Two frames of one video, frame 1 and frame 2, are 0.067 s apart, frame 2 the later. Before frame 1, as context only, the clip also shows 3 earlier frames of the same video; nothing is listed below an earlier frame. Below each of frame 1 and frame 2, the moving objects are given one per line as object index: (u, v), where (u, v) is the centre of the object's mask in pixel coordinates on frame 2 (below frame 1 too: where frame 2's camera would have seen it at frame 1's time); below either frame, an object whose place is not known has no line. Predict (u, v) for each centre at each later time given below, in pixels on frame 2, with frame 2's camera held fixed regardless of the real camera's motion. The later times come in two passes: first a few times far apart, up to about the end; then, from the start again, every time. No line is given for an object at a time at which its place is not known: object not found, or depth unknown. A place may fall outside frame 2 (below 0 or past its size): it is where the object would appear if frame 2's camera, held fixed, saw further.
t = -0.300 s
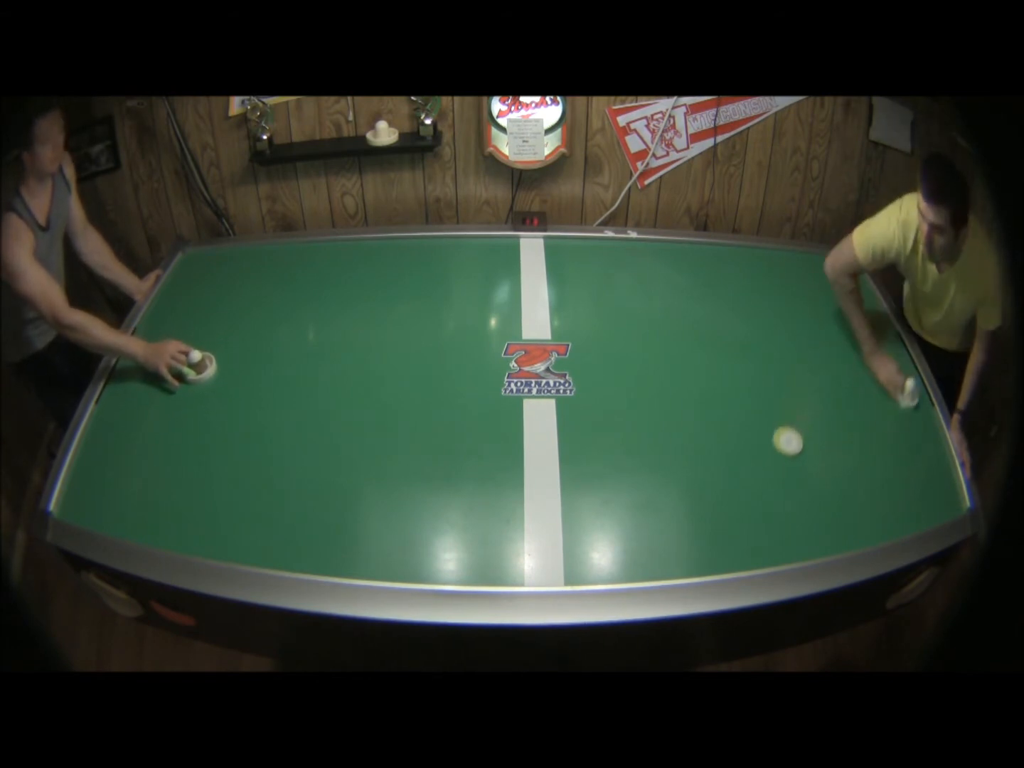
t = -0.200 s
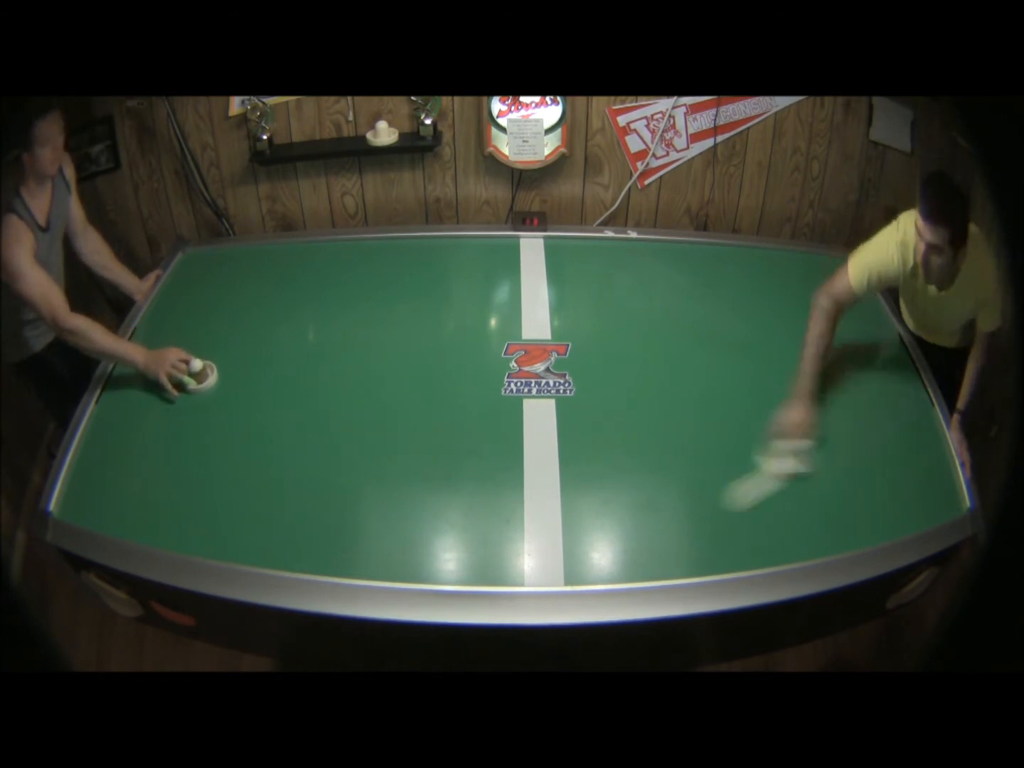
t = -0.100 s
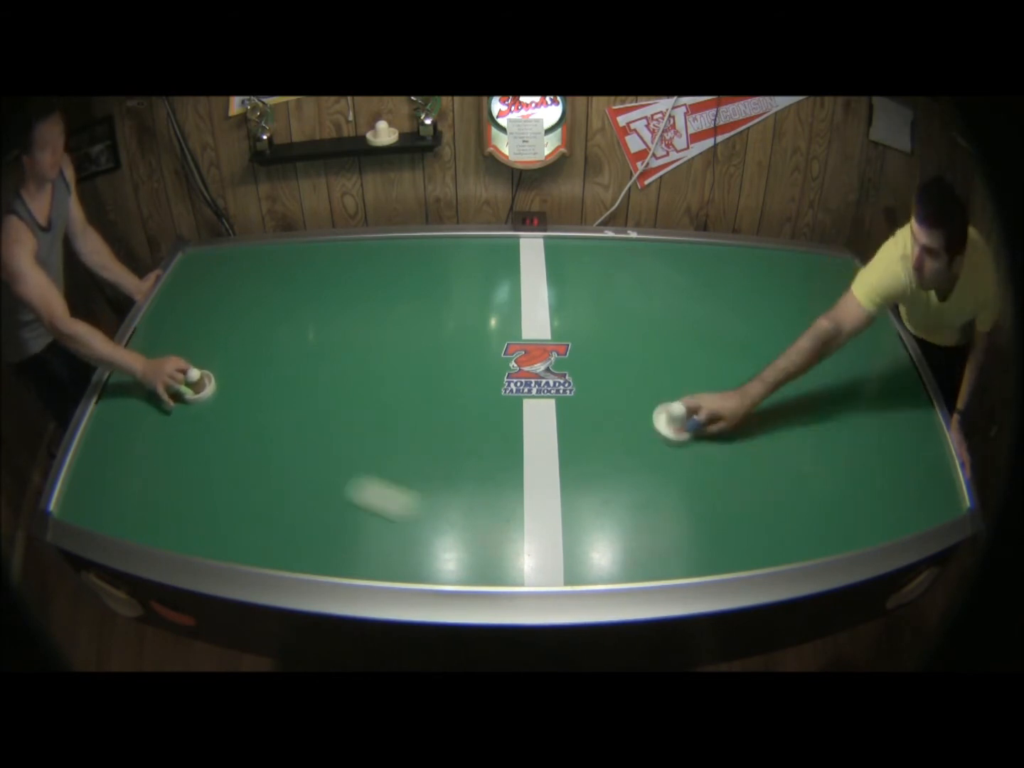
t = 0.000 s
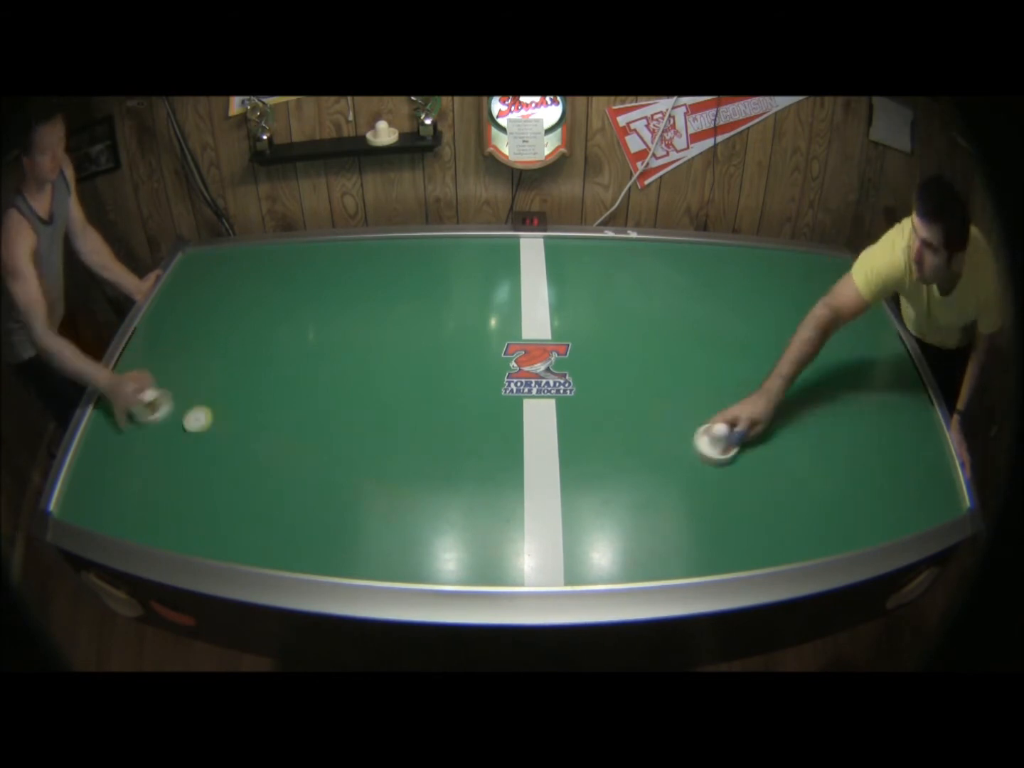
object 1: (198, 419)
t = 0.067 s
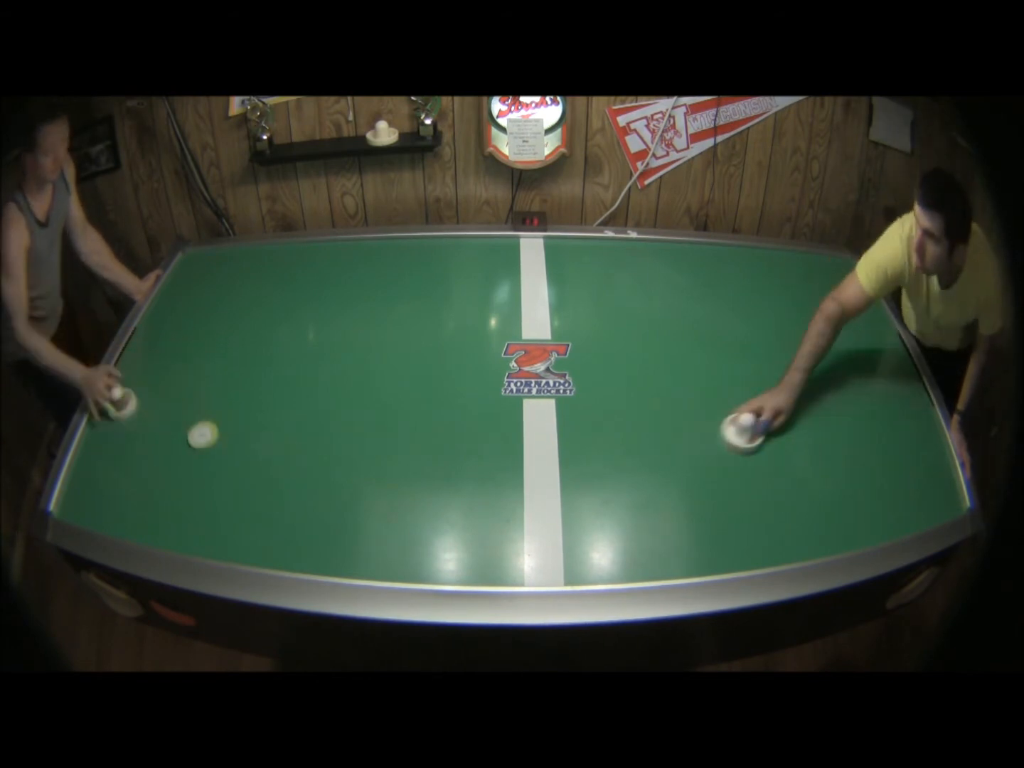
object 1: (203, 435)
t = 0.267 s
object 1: (222, 486)
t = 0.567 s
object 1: (271, 534)
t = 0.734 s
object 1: (312, 498)
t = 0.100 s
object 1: (206, 443)
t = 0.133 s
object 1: (209, 451)
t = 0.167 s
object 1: (211, 459)
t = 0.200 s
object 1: (215, 468)
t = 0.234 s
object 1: (219, 477)
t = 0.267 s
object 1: (222, 486)
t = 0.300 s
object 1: (226, 495)
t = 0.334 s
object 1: (230, 504)
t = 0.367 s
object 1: (234, 514)
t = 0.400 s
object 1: (239, 524)
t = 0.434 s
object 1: (243, 534)
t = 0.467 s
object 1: (248, 544)
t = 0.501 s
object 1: (254, 548)
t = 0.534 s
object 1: (263, 541)
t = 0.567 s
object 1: (271, 534)
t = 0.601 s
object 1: (279, 527)
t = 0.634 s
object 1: (287, 519)
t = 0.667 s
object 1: (295, 512)
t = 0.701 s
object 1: (304, 505)
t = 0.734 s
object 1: (312, 498)
